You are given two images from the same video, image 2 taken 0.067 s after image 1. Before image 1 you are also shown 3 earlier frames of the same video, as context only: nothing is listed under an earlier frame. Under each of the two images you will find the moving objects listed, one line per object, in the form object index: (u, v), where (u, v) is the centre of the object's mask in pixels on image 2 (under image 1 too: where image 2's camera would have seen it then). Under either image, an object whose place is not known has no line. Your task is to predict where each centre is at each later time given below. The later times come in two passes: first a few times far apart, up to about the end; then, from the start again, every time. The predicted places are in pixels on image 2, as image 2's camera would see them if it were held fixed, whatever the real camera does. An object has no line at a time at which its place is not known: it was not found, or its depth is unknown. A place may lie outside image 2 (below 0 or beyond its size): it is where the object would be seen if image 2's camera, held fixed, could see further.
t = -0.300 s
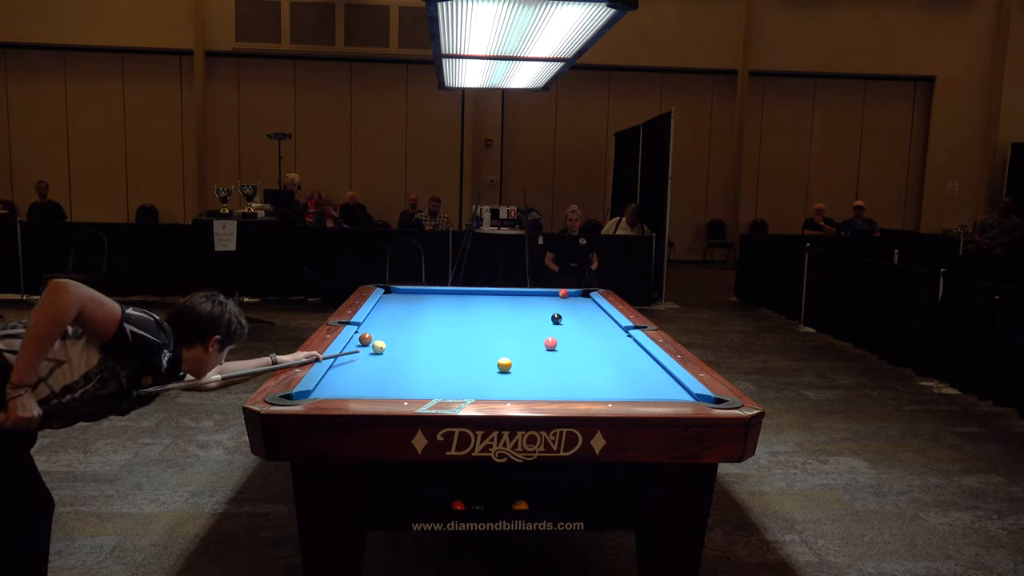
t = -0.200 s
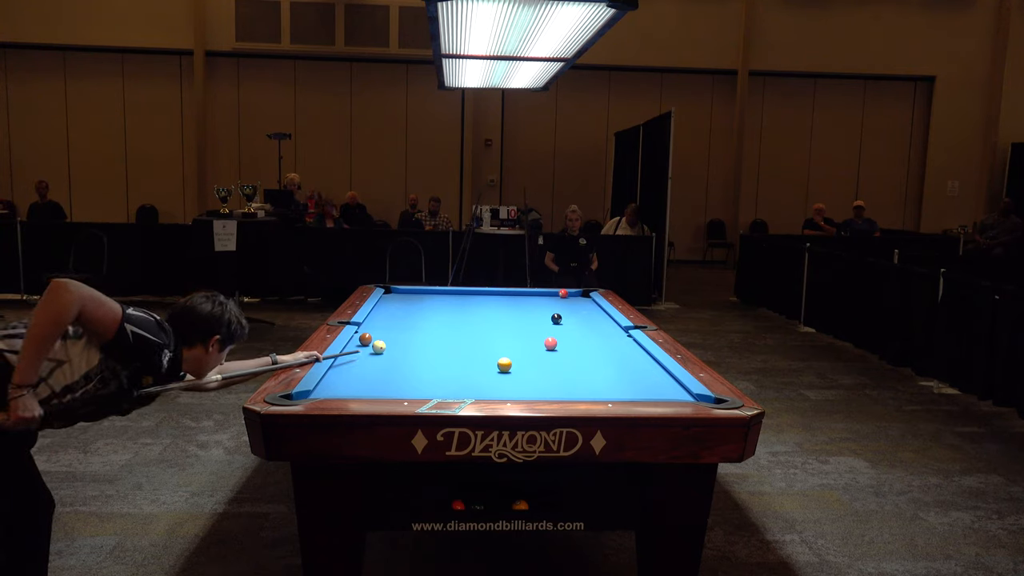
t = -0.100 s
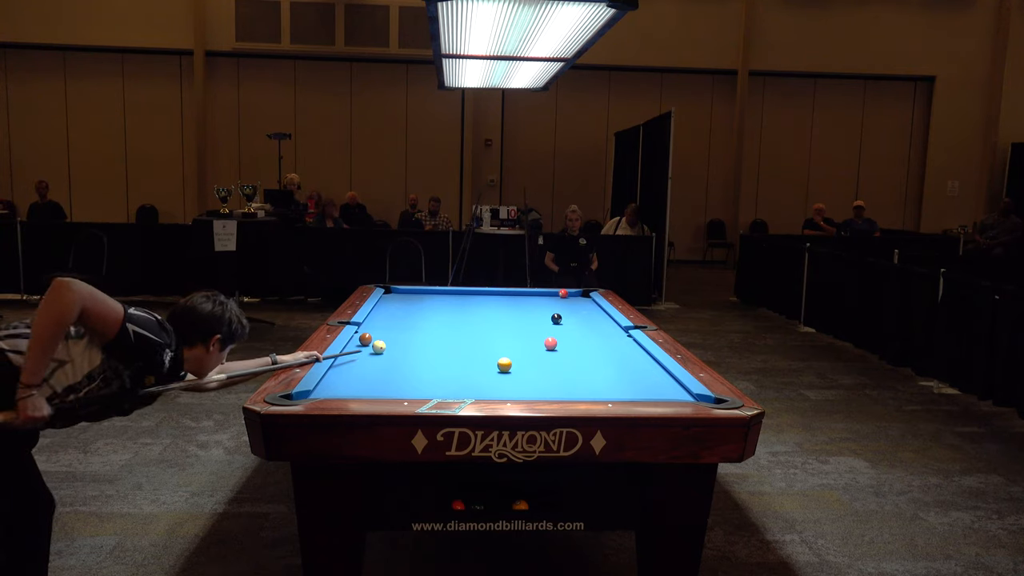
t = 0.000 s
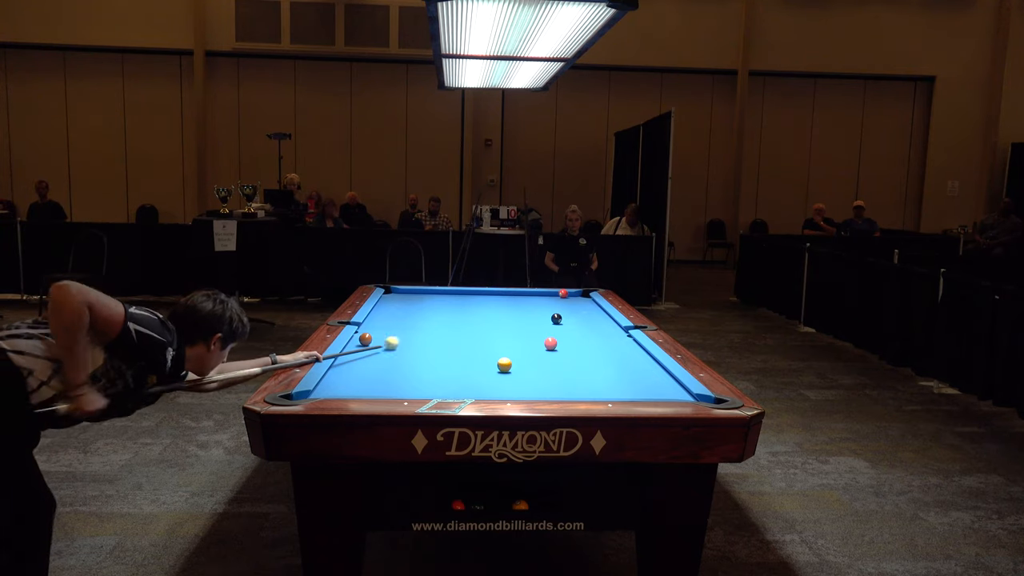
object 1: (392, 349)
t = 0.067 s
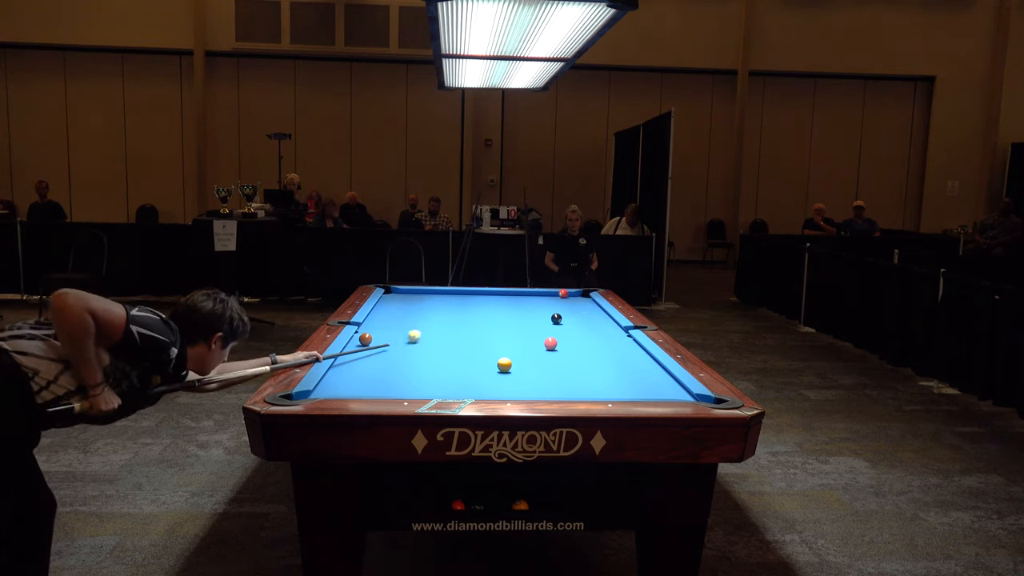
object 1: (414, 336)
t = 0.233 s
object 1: (457, 327)
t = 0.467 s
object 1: (499, 314)
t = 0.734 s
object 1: (536, 299)
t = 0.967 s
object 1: (552, 294)
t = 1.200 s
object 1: (551, 299)
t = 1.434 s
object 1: (551, 304)
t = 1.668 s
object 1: (551, 309)
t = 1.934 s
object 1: (549, 314)
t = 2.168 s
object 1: (543, 318)
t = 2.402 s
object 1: (533, 320)
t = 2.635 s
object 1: (524, 322)
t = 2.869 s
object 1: (514, 323)
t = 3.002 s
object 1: (509, 324)
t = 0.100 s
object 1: (424, 333)
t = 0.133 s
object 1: (432, 334)
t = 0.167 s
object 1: (441, 330)
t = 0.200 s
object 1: (449, 326)
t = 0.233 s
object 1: (457, 327)
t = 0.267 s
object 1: (464, 324)
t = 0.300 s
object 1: (470, 323)
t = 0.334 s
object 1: (476, 321)
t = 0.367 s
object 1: (482, 318)
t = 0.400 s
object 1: (488, 318)
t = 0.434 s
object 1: (492, 313)
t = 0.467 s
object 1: (499, 314)
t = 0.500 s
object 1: (504, 311)
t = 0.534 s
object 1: (508, 308)
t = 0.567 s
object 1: (513, 306)
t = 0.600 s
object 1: (518, 305)
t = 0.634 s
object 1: (522, 303)
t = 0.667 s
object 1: (527, 302)
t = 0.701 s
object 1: (531, 300)
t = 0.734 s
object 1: (536, 299)
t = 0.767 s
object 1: (540, 298)
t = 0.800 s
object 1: (544, 297)
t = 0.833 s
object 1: (548, 296)
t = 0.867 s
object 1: (552, 294)
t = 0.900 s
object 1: (554, 293)
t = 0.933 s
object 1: (553, 293)
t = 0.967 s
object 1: (552, 294)
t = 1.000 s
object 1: (552, 295)
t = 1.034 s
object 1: (551, 296)
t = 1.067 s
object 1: (551, 297)
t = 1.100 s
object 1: (551, 297)
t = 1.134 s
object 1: (551, 298)
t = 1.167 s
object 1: (551, 299)
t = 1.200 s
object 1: (551, 299)
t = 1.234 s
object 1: (551, 300)
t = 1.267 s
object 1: (551, 301)
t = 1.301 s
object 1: (551, 301)
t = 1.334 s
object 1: (551, 302)
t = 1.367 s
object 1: (551, 302)
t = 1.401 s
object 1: (551, 303)
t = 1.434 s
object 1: (551, 304)
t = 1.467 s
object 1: (551, 305)
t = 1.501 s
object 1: (551, 305)
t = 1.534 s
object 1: (551, 306)
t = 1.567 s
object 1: (551, 307)
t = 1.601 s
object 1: (551, 307)
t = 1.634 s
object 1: (551, 308)
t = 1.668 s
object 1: (551, 309)
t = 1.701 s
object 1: (551, 309)
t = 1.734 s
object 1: (550, 310)
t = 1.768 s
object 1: (550, 311)
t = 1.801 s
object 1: (550, 312)
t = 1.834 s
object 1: (550, 312)
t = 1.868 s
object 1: (550, 313)
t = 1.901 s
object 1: (550, 314)
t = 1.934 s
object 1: (549, 314)
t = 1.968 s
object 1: (549, 315)
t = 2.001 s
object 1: (549, 316)
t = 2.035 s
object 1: (549, 317)
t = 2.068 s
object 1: (547, 317)
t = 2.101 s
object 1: (546, 317)
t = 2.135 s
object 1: (545, 318)
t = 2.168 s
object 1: (543, 318)
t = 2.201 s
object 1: (542, 318)
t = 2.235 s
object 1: (540, 319)
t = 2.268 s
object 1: (539, 319)
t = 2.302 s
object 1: (537, 319)
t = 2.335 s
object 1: (536, 319)
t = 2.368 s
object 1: (535, 319)
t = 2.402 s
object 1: (533, 320)
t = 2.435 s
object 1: (532, 320)
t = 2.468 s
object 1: (530, 320)
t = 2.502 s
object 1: (529, 321)
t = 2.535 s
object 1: (528, 321)
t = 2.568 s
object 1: (526, 321)
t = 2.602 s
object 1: (525, 321)
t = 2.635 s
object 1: (524, 322)
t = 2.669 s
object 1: (522, 322)
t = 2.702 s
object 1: (521, 322)
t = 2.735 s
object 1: (519, 322)
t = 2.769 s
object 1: (518, 323)
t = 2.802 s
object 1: (517, 323)
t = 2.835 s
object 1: (515, 323)
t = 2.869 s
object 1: (514, 323)
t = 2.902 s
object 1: (513, 324)
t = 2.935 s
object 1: (511, 324)
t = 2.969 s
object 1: (510, 324)
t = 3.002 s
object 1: (509, 324)
